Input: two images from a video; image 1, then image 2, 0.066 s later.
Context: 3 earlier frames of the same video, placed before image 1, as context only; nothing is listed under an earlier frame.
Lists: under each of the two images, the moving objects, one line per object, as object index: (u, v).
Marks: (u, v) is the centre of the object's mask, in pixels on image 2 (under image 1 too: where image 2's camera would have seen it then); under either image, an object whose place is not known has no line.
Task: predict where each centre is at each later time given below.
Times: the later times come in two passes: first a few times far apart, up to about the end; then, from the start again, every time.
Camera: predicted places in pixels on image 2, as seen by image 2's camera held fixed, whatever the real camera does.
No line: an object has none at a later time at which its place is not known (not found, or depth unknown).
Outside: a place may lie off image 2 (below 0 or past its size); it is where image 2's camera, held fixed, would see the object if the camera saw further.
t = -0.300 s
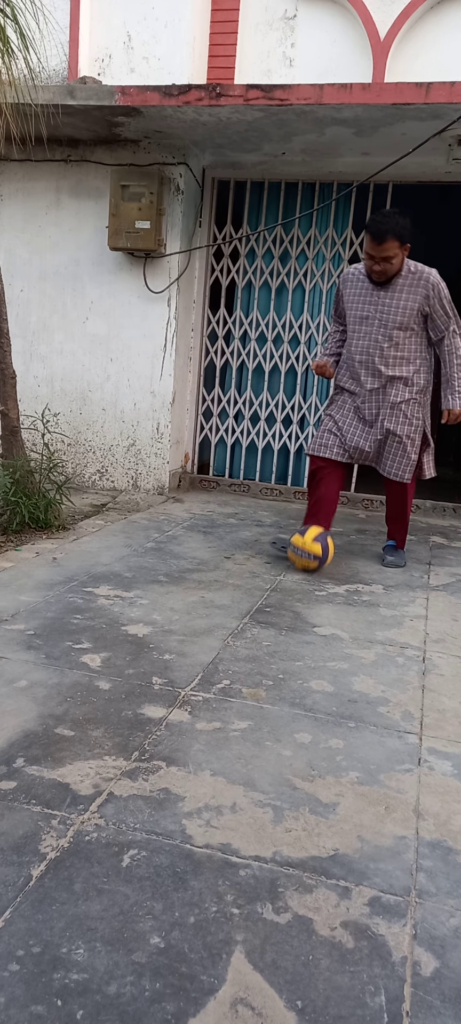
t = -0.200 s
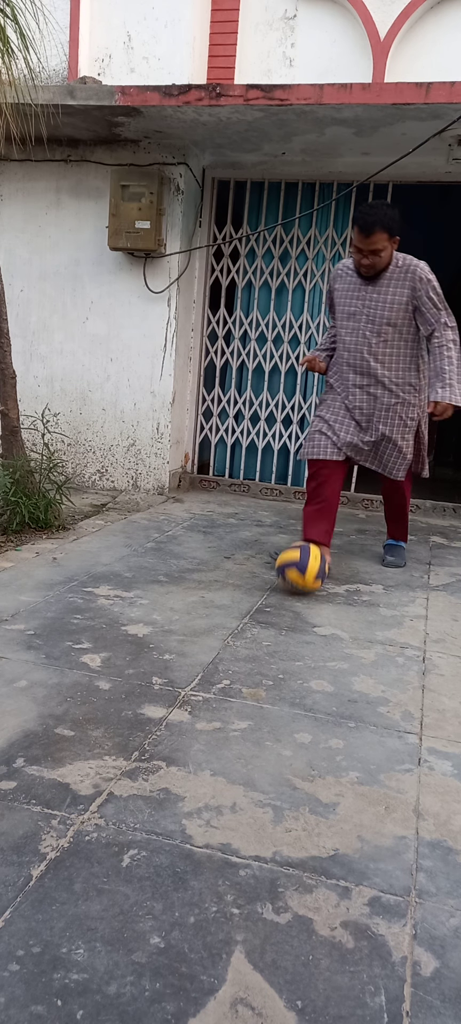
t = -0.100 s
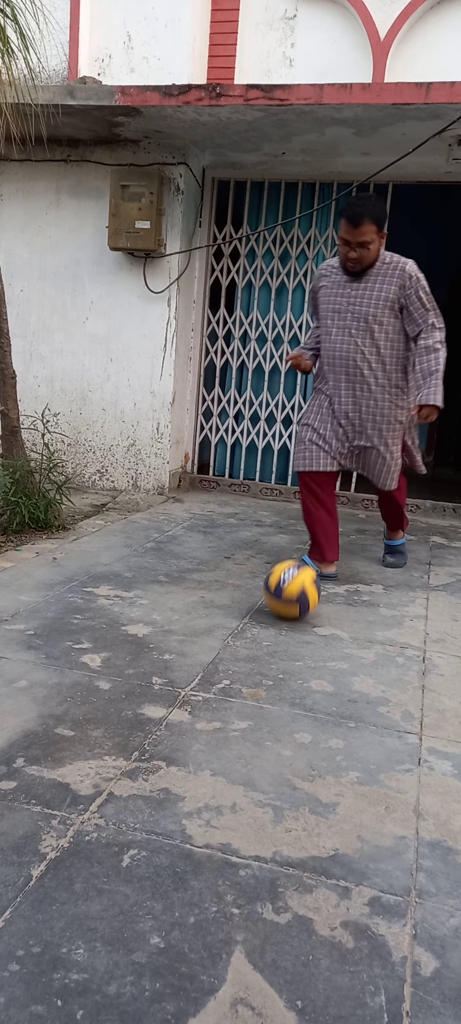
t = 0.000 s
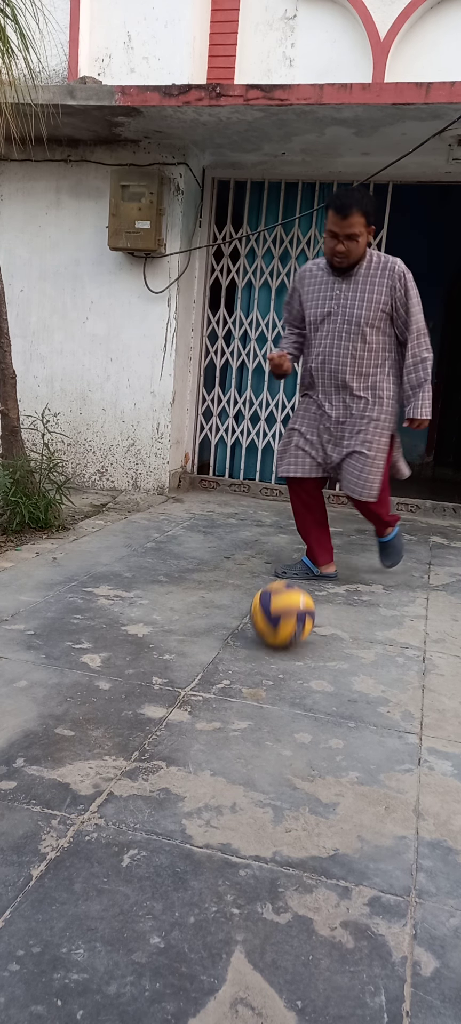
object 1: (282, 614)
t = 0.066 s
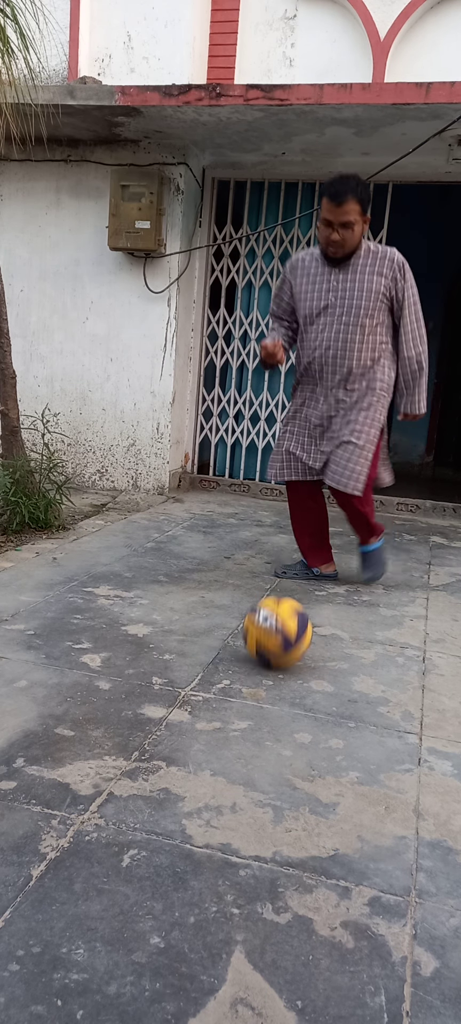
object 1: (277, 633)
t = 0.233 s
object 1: (262, 687)
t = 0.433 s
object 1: (236, 795)
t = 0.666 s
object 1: (179, 992)
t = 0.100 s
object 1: (274, 641)
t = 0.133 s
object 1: (272, 651)
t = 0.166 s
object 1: (269, 661)
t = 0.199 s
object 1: (265, 673)
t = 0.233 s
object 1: (262, 687)
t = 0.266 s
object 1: (258, 700)
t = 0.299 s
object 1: (255, 715)
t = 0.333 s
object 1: (251, 732)
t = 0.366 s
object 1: (246, 751)
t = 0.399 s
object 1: (241, 771)
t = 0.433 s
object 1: (236, 795)
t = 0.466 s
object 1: (229, 822)
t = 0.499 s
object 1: (222, 853)
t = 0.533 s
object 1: (214, 889)
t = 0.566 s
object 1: (205, 927)
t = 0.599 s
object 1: (199, 954)
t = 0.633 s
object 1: (188, 973)
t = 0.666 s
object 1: (179, 992)
